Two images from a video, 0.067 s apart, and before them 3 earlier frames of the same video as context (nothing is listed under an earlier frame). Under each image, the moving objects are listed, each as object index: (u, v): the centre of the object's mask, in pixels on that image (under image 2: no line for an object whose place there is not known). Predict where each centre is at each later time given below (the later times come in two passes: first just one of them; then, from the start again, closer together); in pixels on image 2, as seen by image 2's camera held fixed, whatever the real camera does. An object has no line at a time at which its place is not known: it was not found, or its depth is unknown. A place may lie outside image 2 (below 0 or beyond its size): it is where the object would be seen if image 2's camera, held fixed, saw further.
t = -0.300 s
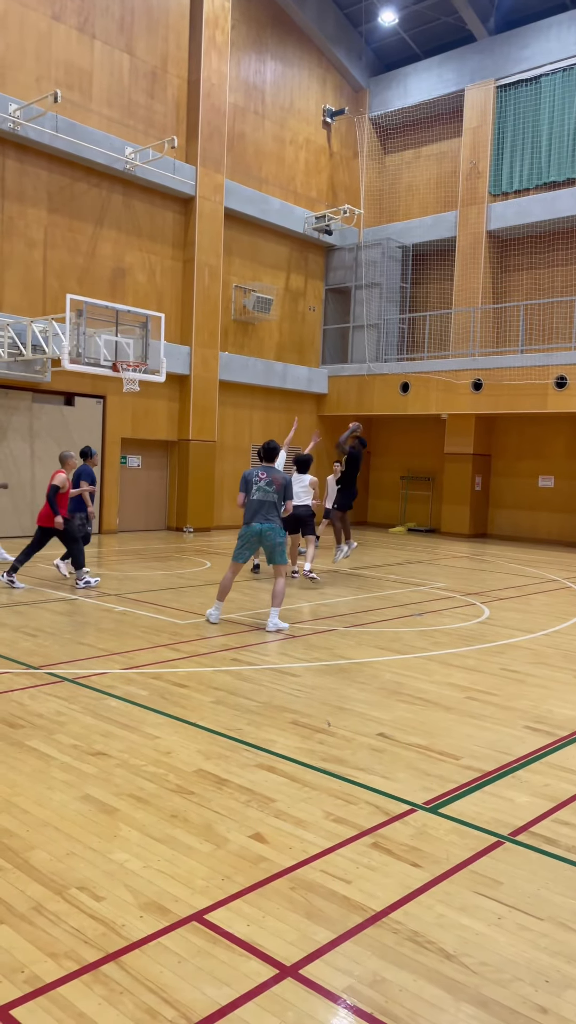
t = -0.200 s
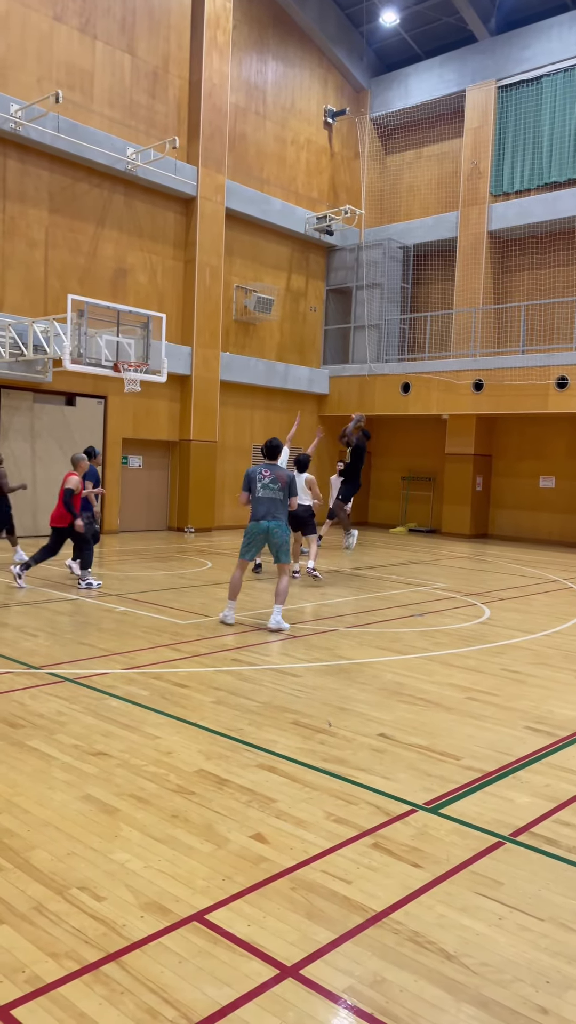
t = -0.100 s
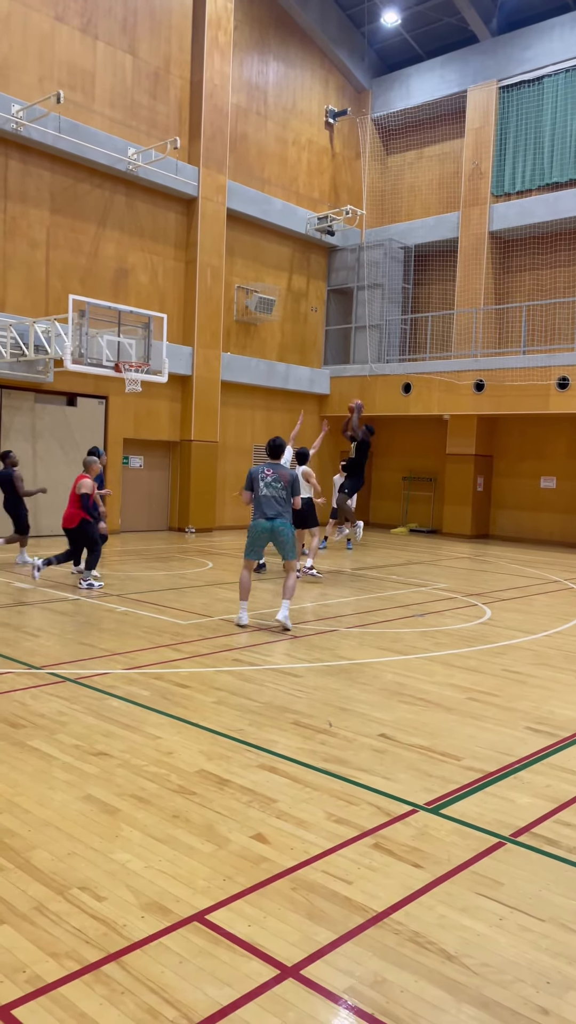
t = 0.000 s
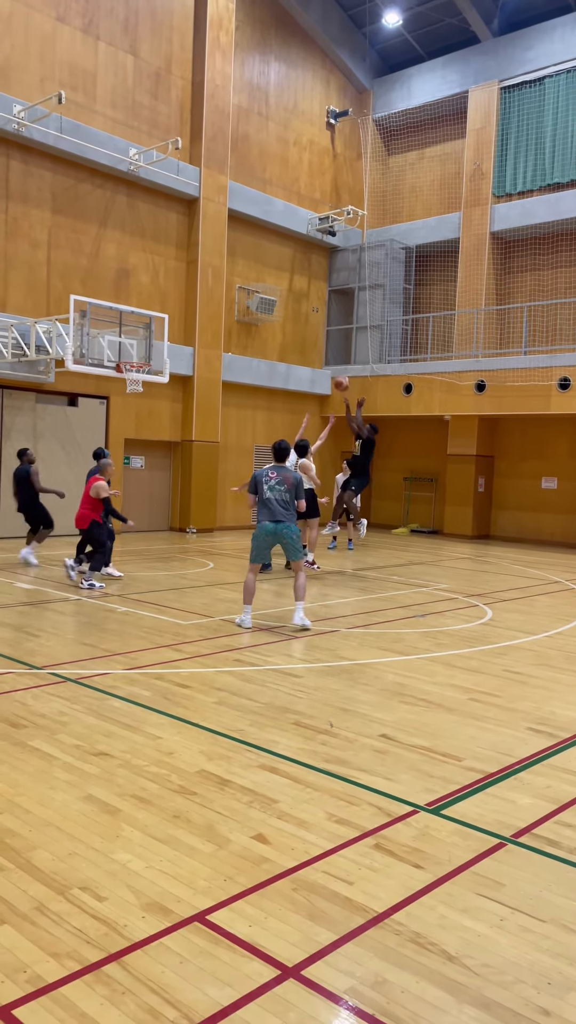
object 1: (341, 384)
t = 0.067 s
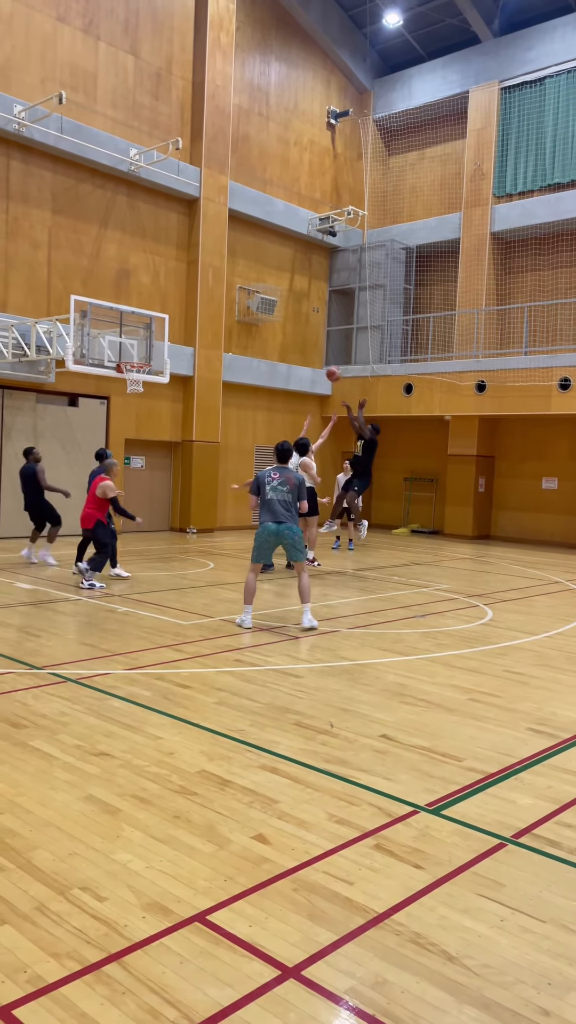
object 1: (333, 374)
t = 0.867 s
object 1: (132, 358)
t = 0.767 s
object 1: (158, 341)
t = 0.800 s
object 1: (150, 346)
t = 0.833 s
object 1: (141, 353)
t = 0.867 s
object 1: (132, 358)
